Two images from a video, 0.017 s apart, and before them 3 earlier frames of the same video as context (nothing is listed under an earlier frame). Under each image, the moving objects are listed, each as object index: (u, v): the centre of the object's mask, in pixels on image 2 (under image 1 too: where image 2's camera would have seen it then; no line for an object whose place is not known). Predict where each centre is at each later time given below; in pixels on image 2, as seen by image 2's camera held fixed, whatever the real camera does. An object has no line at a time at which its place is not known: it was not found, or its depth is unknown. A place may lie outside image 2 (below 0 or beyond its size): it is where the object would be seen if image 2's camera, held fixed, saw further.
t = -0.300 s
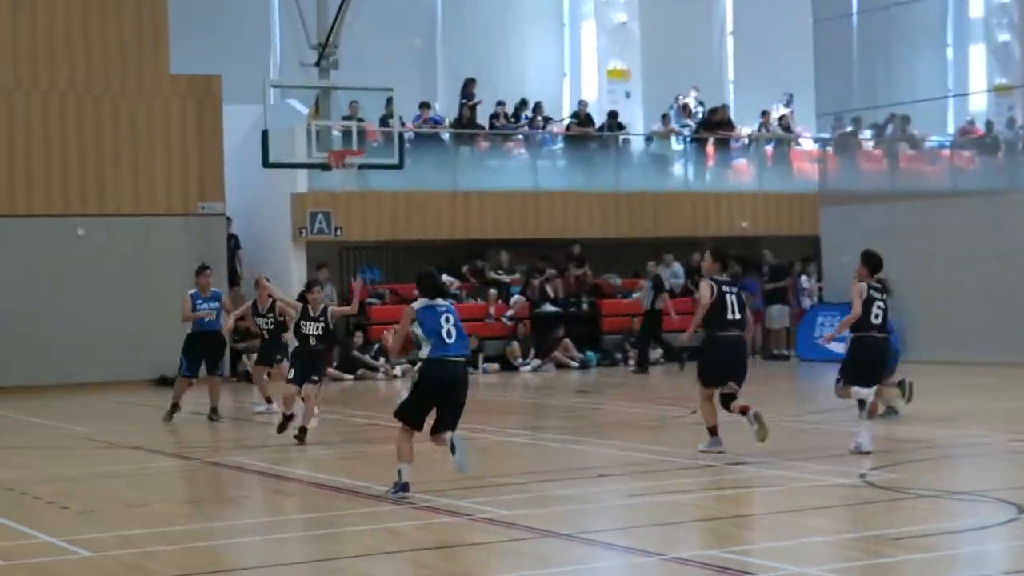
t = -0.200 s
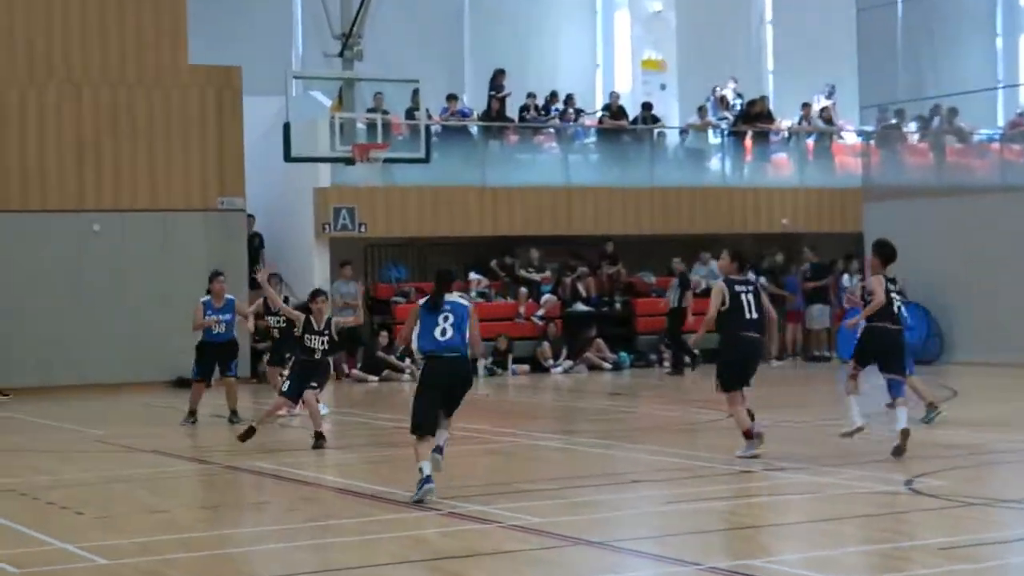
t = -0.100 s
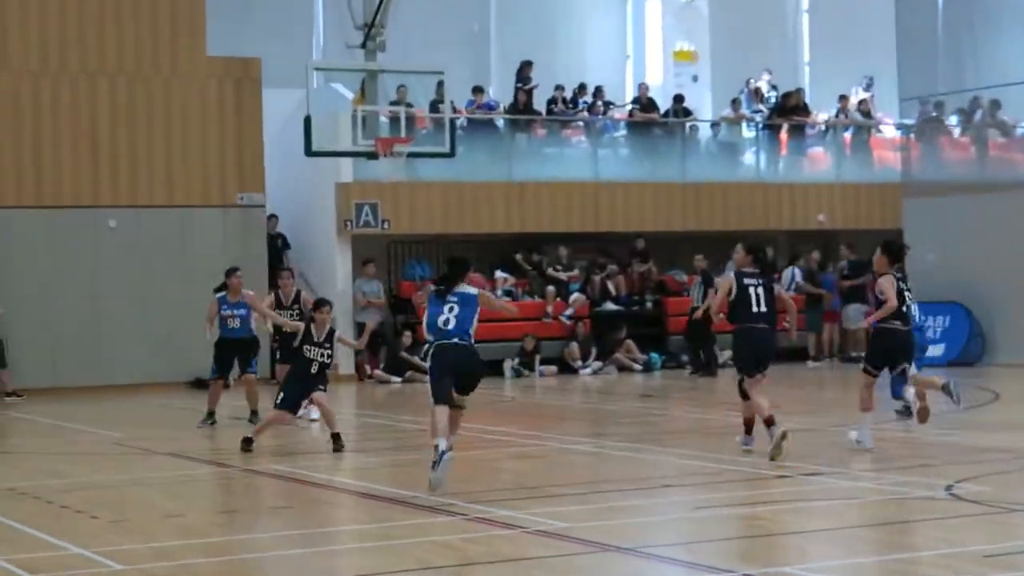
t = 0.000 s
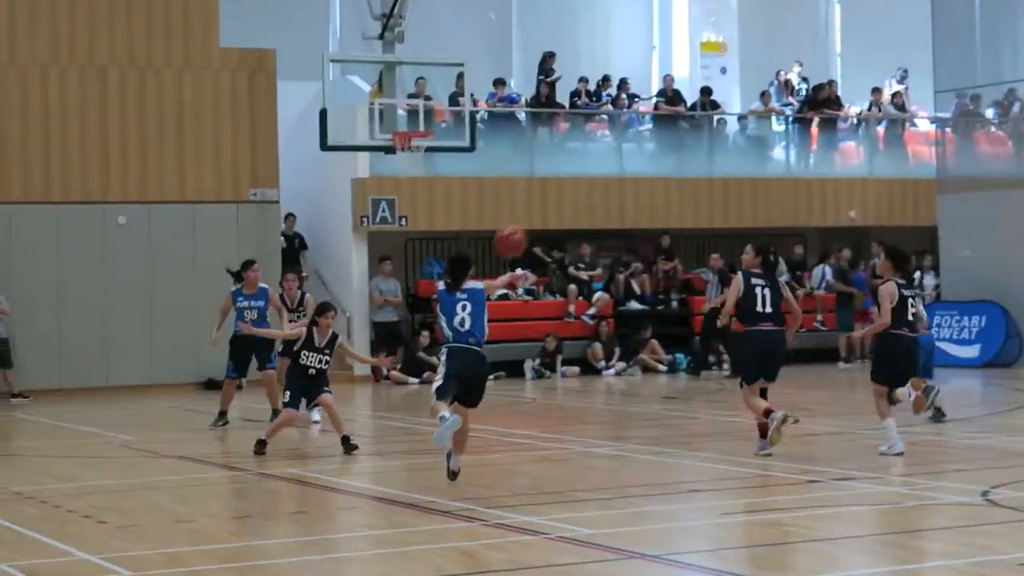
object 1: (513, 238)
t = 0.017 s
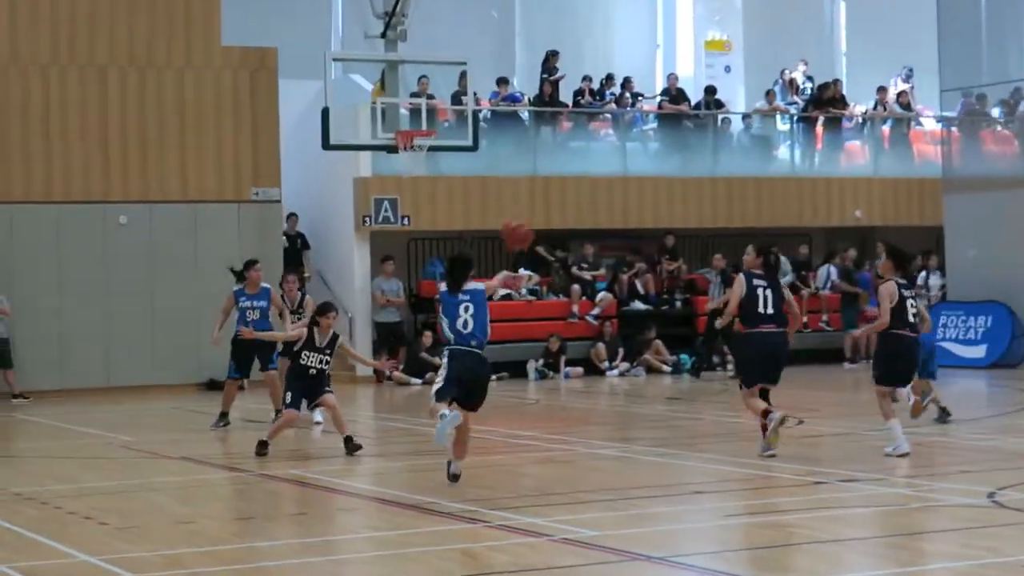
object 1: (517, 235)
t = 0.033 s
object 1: (521, 228)
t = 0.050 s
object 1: (524, 221)
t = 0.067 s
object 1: (528, 214)
